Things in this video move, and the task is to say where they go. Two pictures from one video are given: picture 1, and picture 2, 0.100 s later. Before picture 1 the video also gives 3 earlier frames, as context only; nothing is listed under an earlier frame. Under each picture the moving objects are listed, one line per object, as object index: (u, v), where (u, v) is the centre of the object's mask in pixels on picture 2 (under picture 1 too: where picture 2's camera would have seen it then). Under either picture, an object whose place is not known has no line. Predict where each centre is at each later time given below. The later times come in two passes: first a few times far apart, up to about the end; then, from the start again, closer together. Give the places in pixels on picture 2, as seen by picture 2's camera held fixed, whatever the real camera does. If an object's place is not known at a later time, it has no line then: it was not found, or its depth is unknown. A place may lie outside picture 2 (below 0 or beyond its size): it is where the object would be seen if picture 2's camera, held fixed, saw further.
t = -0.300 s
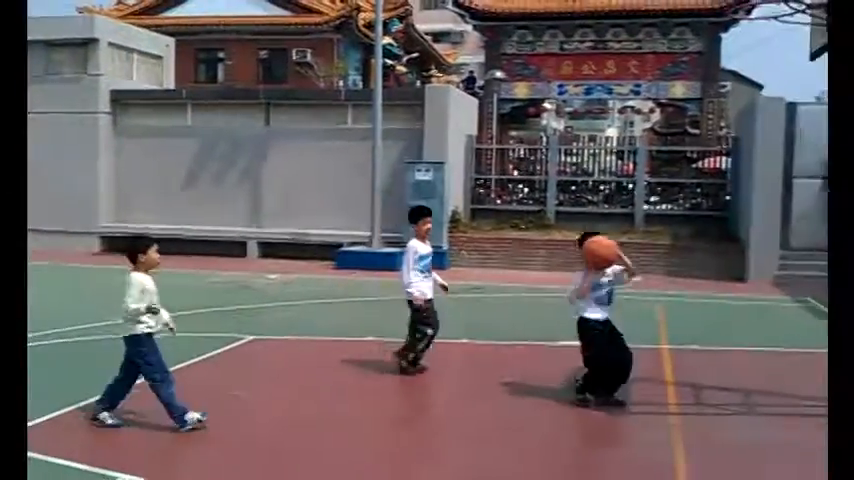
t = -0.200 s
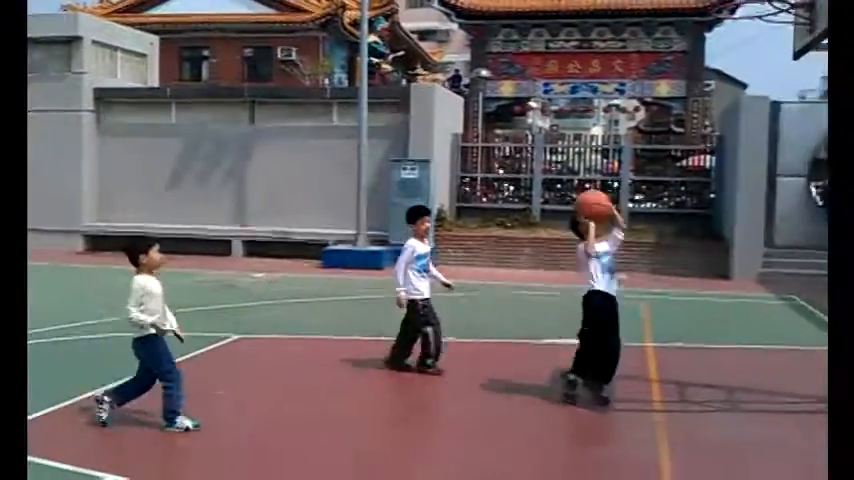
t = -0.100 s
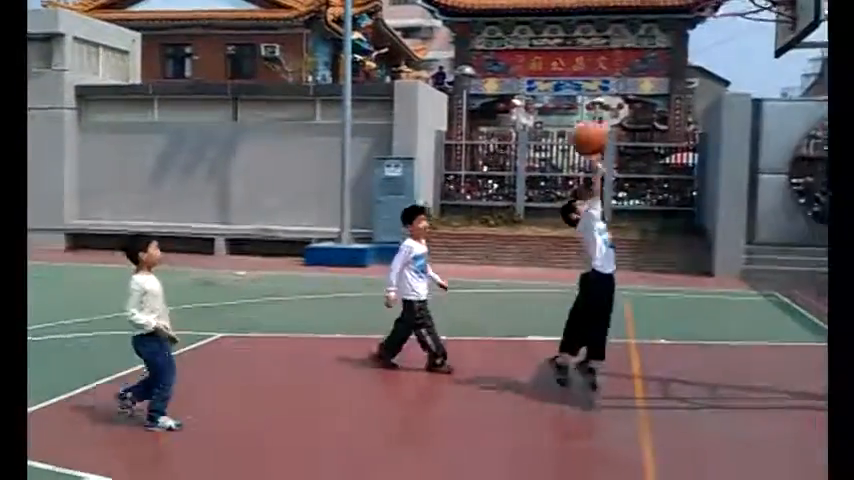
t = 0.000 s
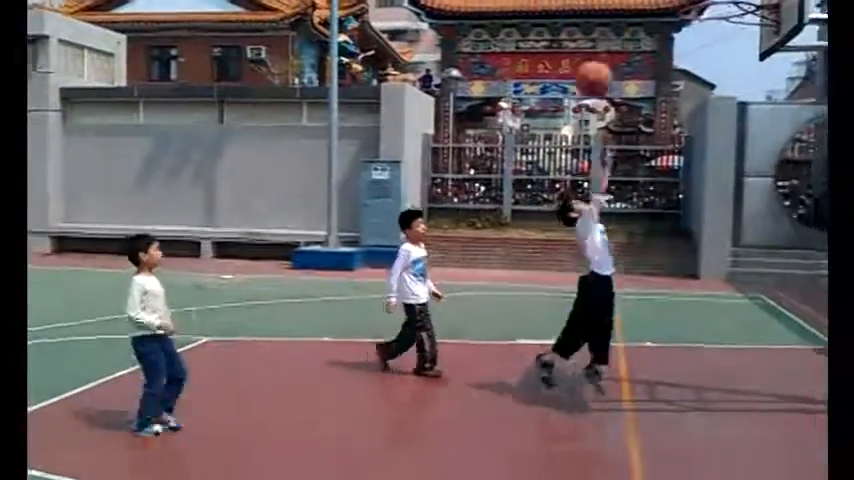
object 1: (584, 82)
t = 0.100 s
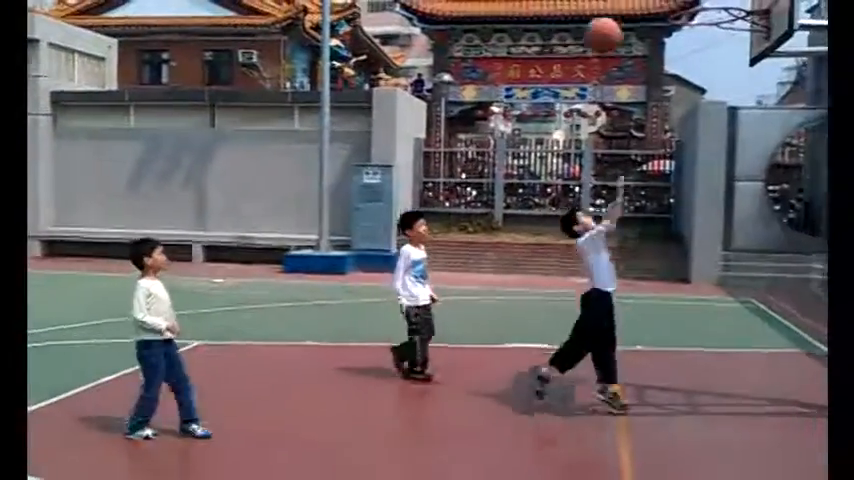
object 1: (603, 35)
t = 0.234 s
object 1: (623, 2)
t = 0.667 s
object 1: (687, 3)
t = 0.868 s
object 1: (704, 35)
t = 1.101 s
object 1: (722, 178)
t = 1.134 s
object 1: (726, 205)
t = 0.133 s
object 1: (609, 19)
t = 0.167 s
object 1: (611, 12)
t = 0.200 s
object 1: (619, 7)
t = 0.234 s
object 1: (623, 2)
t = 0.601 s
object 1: (683, 4)
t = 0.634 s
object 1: (686, 2)
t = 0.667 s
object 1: (687, 3)
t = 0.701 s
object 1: (692, 3)
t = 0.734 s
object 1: (694, 6)
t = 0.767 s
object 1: (696, 10)
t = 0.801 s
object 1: (698, 18)
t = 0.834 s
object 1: (701, 25)
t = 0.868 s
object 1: (704, 35)
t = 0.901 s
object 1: (706, 47)
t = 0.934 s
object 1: (714, 77)
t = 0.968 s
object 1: (715, 92)
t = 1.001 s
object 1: (718, 113)
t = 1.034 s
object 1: (718, 132)
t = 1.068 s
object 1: (721, 155)
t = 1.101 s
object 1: (722, 178)
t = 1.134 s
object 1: (726, 205)
